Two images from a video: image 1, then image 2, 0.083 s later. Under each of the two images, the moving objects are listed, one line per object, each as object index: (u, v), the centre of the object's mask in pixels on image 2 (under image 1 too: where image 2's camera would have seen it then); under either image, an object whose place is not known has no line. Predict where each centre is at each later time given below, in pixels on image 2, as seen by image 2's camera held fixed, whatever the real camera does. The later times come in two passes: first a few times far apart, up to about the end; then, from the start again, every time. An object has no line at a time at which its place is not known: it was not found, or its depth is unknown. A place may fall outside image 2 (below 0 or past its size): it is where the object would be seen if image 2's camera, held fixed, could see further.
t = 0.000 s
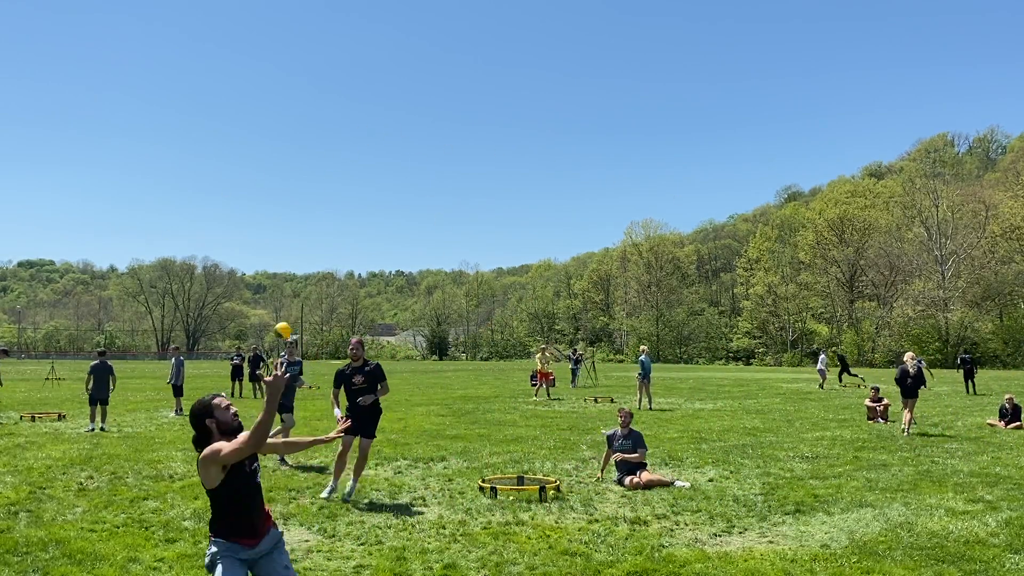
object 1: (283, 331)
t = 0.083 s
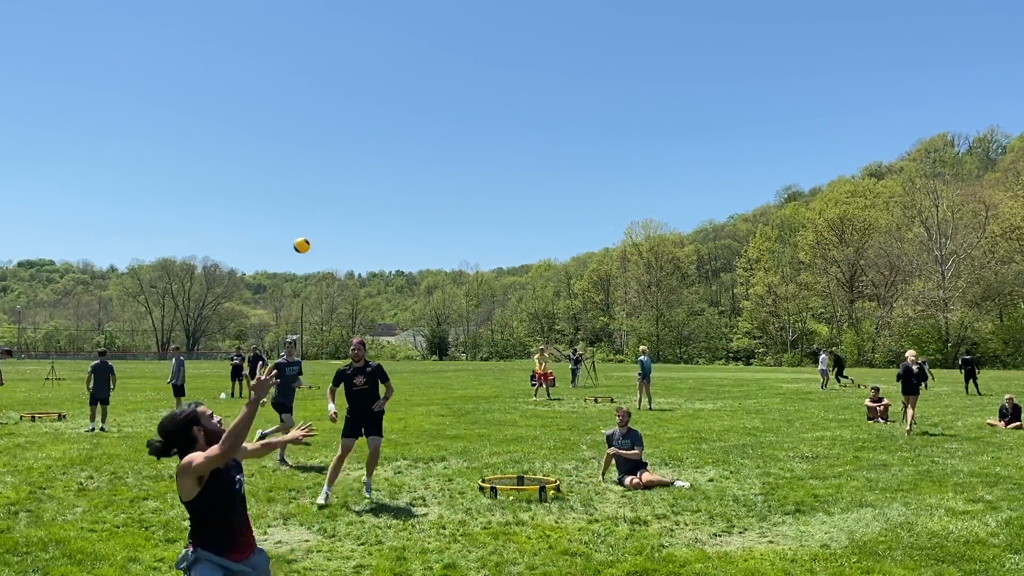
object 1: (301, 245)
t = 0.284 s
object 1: (337, 134)
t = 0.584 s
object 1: (375, 110)
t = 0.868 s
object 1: (403, 179)
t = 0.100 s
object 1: (305, 232)
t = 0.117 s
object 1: (308, 219)
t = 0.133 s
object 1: (312, 207)
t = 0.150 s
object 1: (315, 196)
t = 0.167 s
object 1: (318, 186)
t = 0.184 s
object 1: (321, 176)
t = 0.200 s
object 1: (324, 168)
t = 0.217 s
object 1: (327, 160)
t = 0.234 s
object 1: (330, 152)
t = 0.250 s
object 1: (332, 146)
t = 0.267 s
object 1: (335, 139)
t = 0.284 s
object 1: (337, 134)
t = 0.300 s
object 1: (340, 129)
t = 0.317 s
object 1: (343, 124)
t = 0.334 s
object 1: (345, 120)
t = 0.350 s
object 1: (347, 117)
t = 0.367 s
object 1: (350, 114)
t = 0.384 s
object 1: (352, 111)
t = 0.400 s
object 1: (354, 109)
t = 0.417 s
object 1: (356, 107)
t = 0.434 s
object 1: (358, 106)
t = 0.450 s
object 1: (360, 105)
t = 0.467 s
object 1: (362, 104)
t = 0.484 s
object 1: (364, 104)
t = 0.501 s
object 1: (366, 105)
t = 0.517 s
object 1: (368, 105)
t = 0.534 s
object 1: (370, 106)
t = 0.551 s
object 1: (372, 107)
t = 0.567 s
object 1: (374, 108)
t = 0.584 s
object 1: (375, 110)
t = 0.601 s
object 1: (377, 112)
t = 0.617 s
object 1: (379, 115)
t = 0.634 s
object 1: (381, 117)
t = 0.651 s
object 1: (383, 120)
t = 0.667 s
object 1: (384, 124)
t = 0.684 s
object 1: (386, 127)
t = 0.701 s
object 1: (387, 131)
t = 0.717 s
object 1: (389, 134)
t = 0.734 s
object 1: (391, 139)
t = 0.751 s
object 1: (393, 143)
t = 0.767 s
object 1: (394, 148)
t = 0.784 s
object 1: (395, 152)
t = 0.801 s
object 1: (397, 157)
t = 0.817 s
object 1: (399, 163)
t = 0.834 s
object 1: (400, 168)
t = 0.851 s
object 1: (402, 173)
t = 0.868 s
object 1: (403, 179)
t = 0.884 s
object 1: (405, 185)
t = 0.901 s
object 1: (406, 191)
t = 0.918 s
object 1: (408, 197)
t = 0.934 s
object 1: (409, 204)
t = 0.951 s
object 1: (410, 210)
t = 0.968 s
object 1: (411, 217)
